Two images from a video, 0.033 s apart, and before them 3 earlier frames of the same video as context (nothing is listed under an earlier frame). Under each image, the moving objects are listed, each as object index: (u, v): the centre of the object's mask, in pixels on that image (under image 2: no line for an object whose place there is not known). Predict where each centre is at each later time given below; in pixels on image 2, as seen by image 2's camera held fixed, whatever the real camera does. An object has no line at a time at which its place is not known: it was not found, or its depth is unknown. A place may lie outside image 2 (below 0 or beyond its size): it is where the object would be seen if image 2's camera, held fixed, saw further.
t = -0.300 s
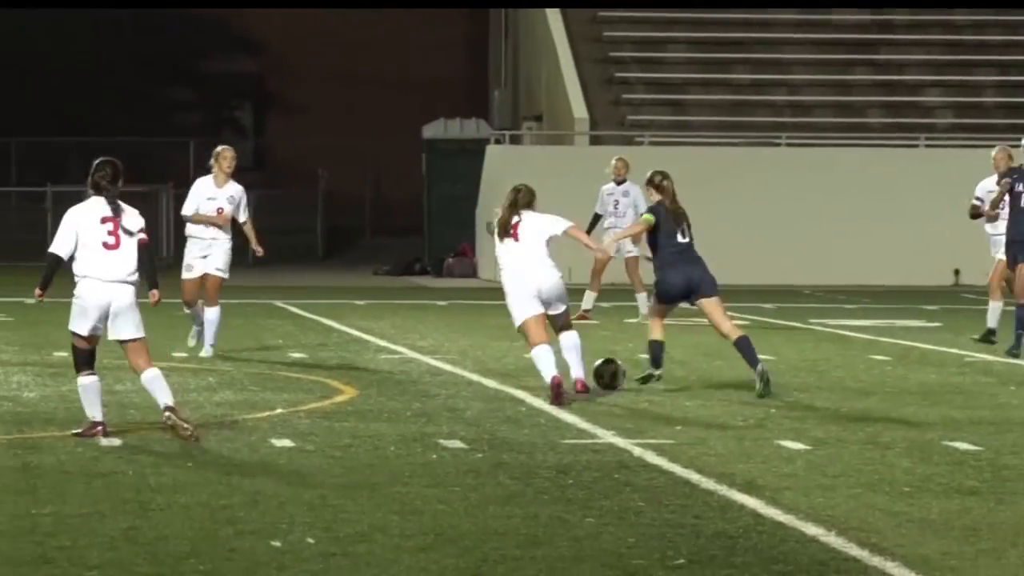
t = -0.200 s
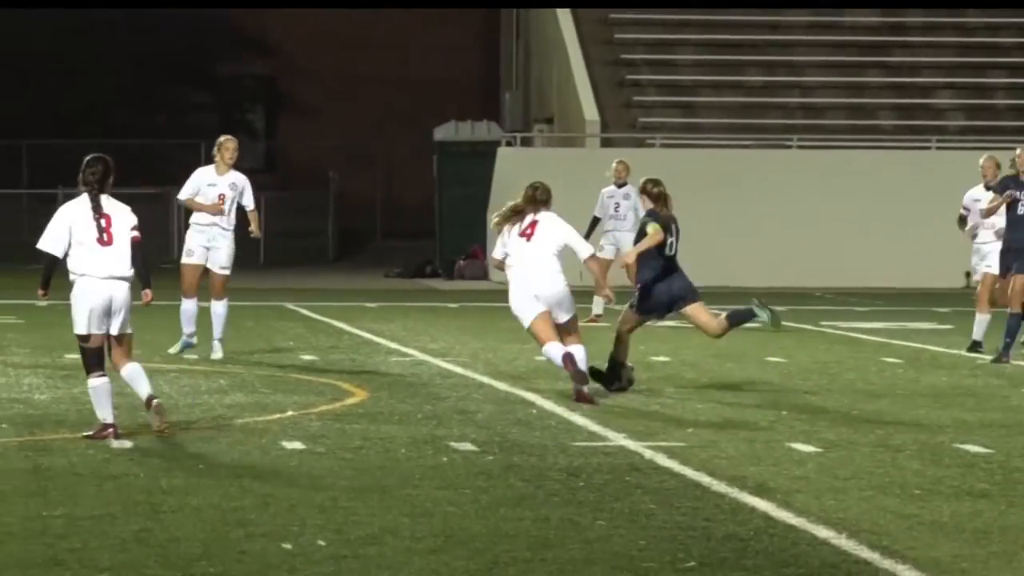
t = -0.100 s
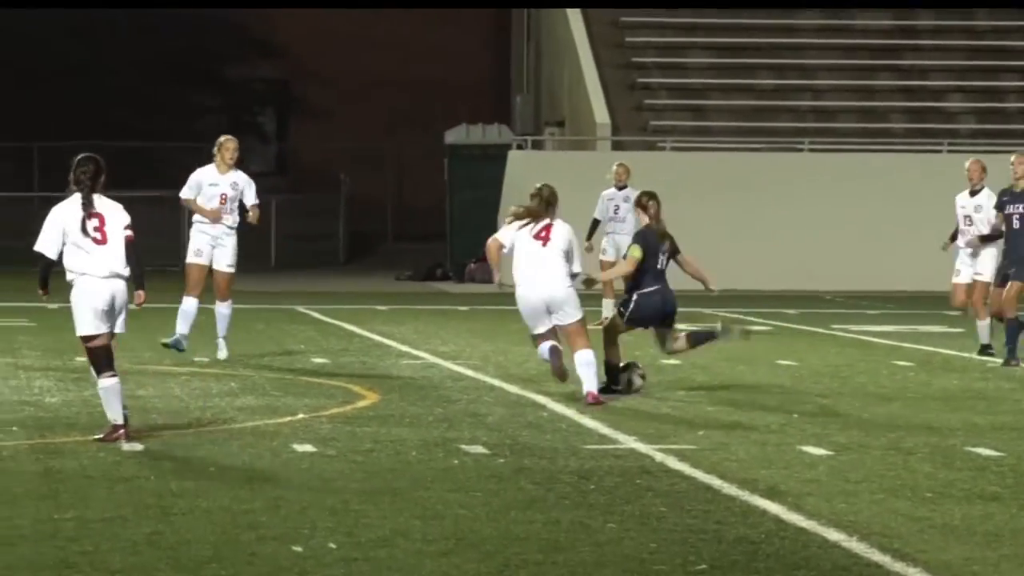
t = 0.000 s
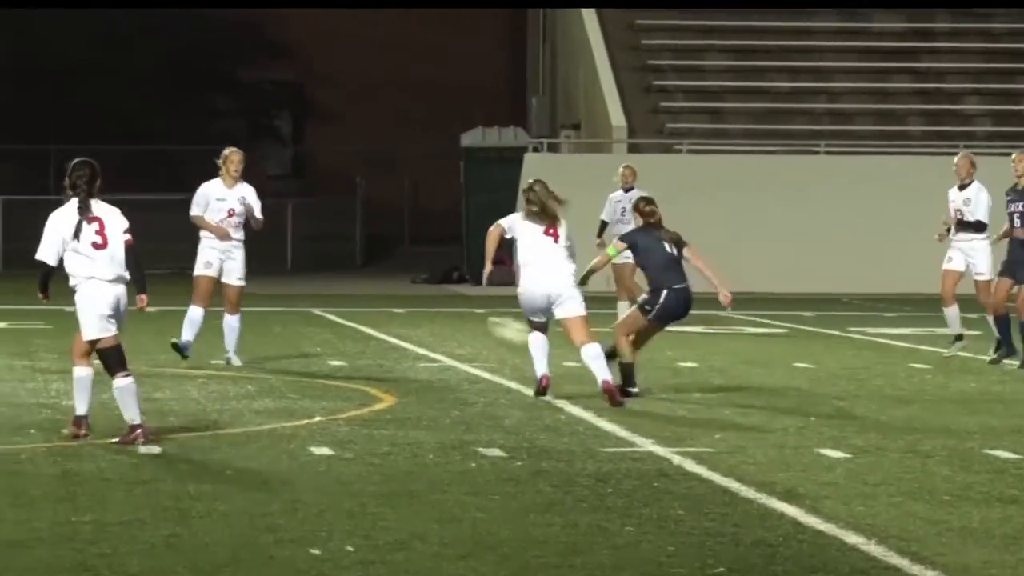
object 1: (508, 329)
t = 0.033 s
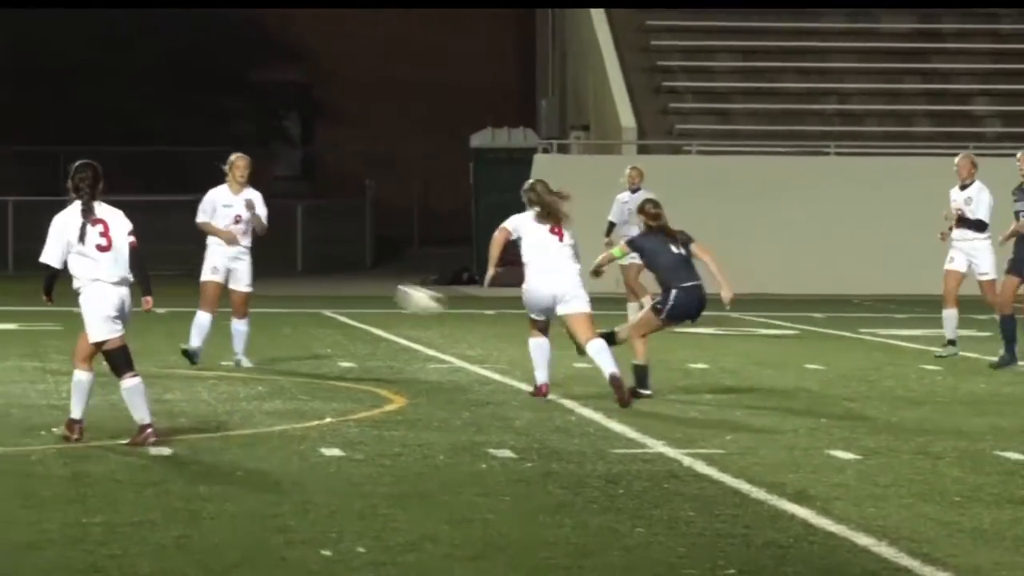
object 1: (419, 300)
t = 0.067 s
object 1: (319, 269)
